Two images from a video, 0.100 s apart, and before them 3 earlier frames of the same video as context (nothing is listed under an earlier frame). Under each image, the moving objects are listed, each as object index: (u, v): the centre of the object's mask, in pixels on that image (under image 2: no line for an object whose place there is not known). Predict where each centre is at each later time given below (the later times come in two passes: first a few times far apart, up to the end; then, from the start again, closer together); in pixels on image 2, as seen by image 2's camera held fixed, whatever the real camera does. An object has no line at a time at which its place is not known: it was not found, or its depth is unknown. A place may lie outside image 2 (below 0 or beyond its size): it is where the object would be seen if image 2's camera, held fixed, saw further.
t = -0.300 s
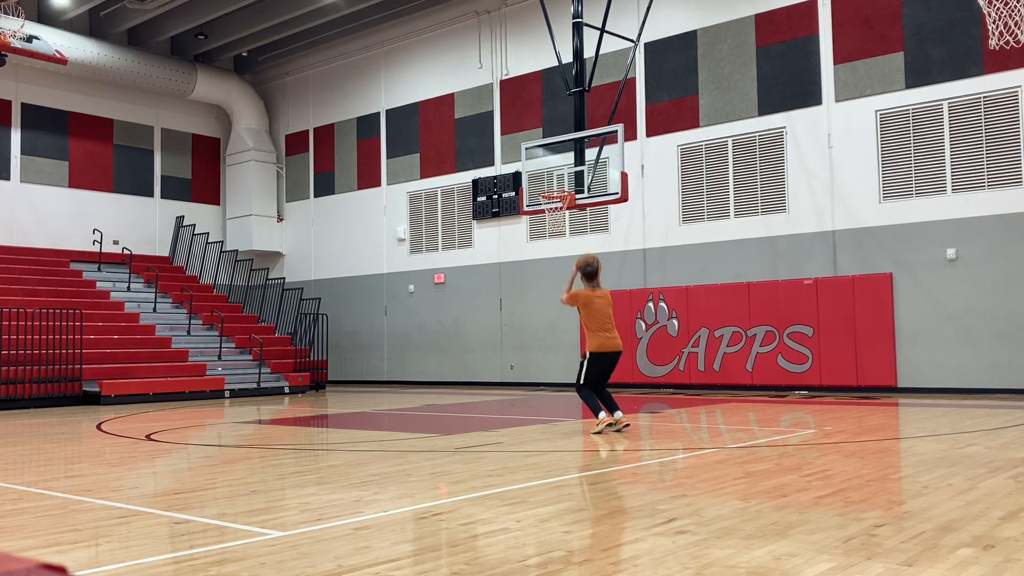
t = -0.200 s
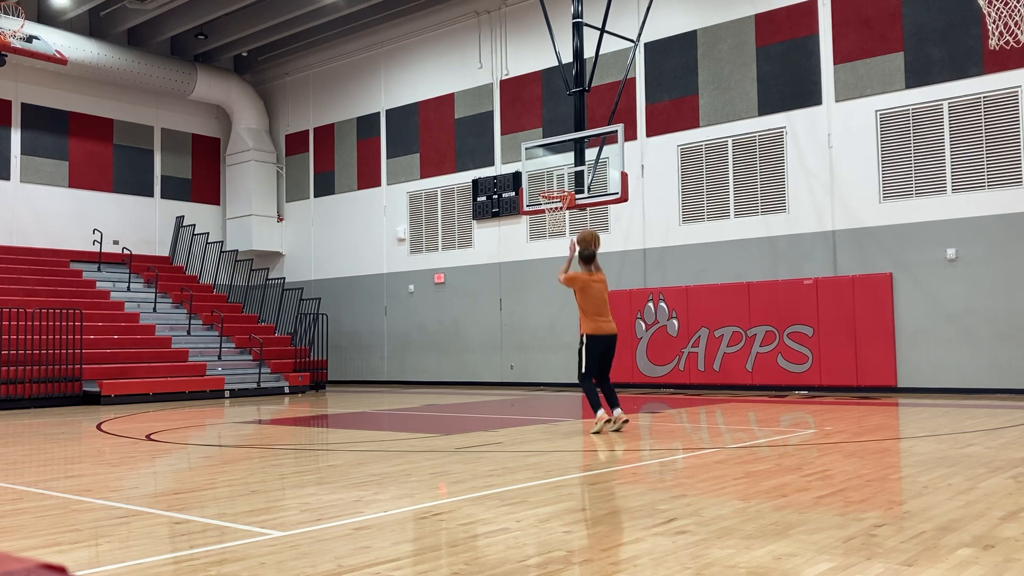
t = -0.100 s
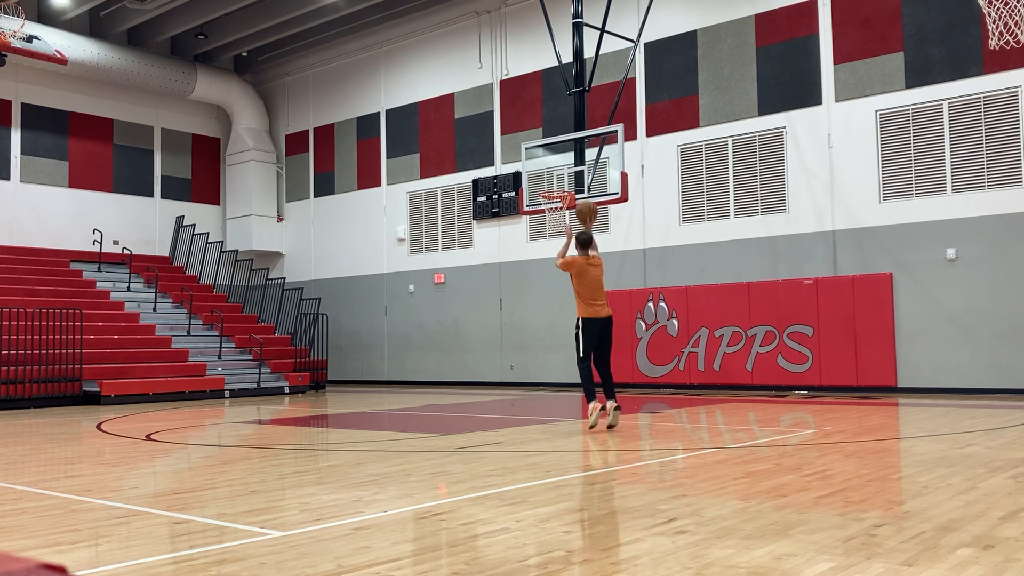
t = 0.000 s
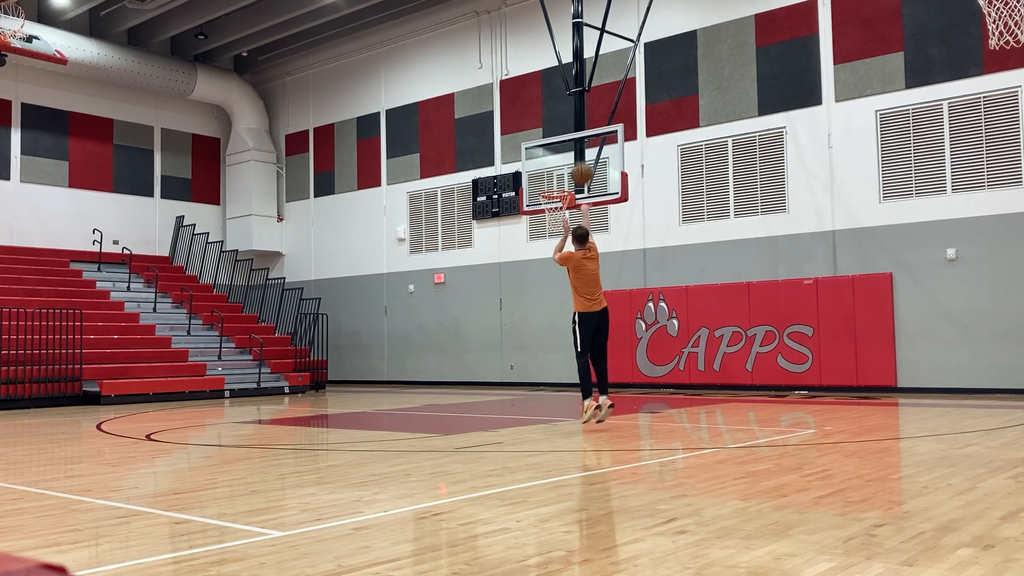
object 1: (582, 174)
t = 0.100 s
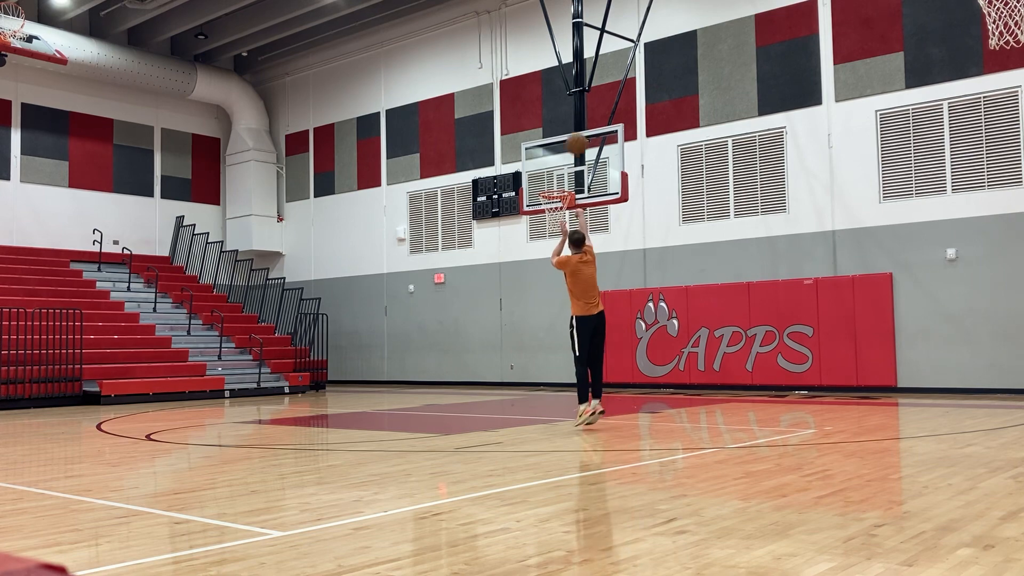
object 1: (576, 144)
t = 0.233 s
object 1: (570, 120)
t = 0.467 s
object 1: (560, 116)
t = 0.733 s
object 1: (552, 157)
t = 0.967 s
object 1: (553, 193)
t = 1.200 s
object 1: (550, 189)
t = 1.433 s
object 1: (553, 201)
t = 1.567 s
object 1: (559, 216)
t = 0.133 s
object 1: (574, 135)
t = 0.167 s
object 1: (573, 129)
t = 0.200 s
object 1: (571, 124)
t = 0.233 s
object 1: (570, 120)
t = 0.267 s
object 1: (568, 116)
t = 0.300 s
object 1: (566, 114)
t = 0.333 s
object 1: (565, 113)
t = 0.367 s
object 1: (564, 113)
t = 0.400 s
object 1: (562, 113)
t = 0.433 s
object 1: (561, 114)
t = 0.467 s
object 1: (560, 116)
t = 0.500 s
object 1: (559, 119)
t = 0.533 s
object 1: (558, 122)
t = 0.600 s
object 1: (556, 131)
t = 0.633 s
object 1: (555, 137)
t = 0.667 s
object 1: (554, 143)
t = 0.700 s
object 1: (553, 151)
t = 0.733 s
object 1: (552, 157)
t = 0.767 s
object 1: (551, 166)
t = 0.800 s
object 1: (550, 175)
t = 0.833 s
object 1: (550, 184)
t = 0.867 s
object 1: (550, 185)
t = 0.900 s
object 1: (551, 188)
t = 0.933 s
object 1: (552, 190)
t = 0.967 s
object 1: (553, 193)
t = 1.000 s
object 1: (556, 192)
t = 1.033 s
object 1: (560, 191)
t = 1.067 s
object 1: (562, 190)
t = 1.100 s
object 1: (559, 189)
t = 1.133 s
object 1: (556, 189)
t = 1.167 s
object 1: (554, 188)
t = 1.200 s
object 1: (550, 189)
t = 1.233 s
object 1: (549, 190)
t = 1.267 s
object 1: (549, 190)
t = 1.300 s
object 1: (550, 191)
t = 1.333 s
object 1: (550, 193)
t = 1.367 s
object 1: (550, 196)
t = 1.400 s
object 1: (551, 198)
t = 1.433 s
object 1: (553, 201)
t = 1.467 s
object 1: (553, 203)
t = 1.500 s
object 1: (554, 206)
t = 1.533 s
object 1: (558, 212)
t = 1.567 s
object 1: (559, 216)
